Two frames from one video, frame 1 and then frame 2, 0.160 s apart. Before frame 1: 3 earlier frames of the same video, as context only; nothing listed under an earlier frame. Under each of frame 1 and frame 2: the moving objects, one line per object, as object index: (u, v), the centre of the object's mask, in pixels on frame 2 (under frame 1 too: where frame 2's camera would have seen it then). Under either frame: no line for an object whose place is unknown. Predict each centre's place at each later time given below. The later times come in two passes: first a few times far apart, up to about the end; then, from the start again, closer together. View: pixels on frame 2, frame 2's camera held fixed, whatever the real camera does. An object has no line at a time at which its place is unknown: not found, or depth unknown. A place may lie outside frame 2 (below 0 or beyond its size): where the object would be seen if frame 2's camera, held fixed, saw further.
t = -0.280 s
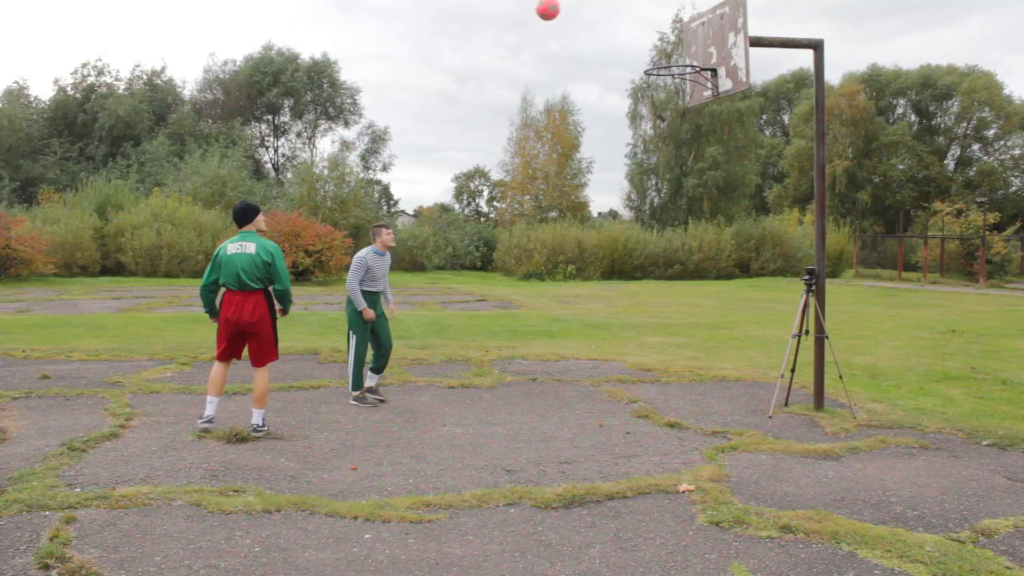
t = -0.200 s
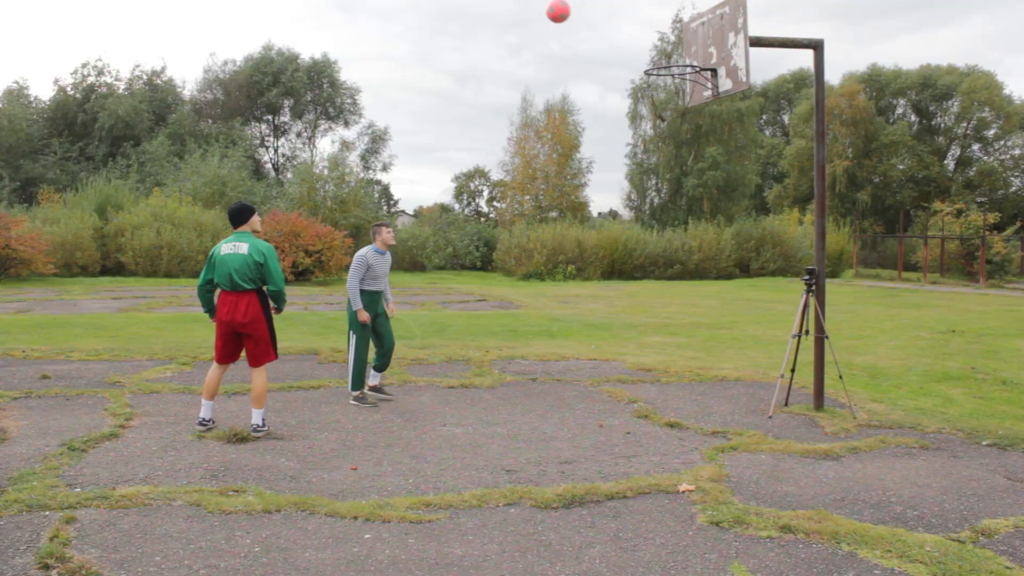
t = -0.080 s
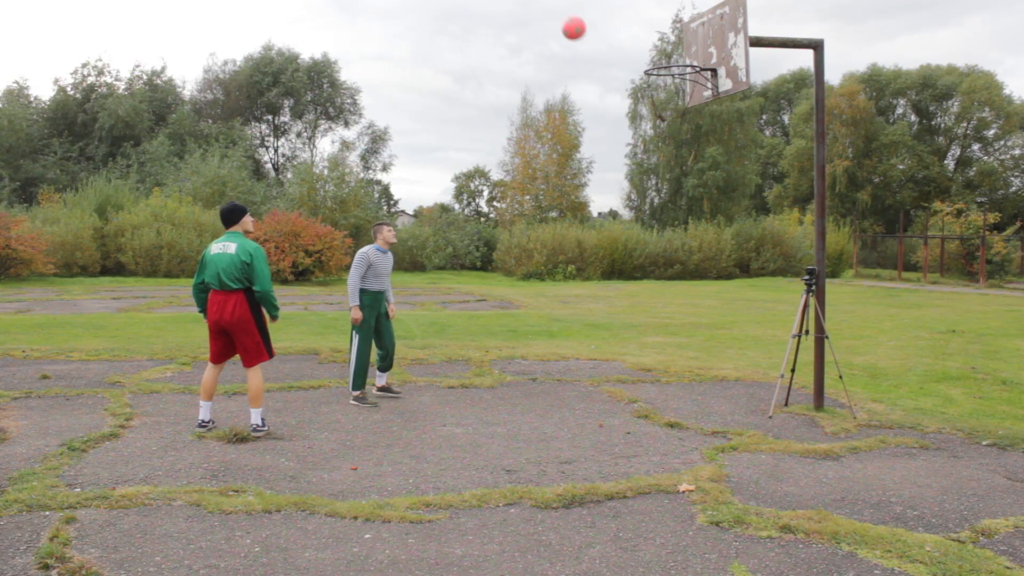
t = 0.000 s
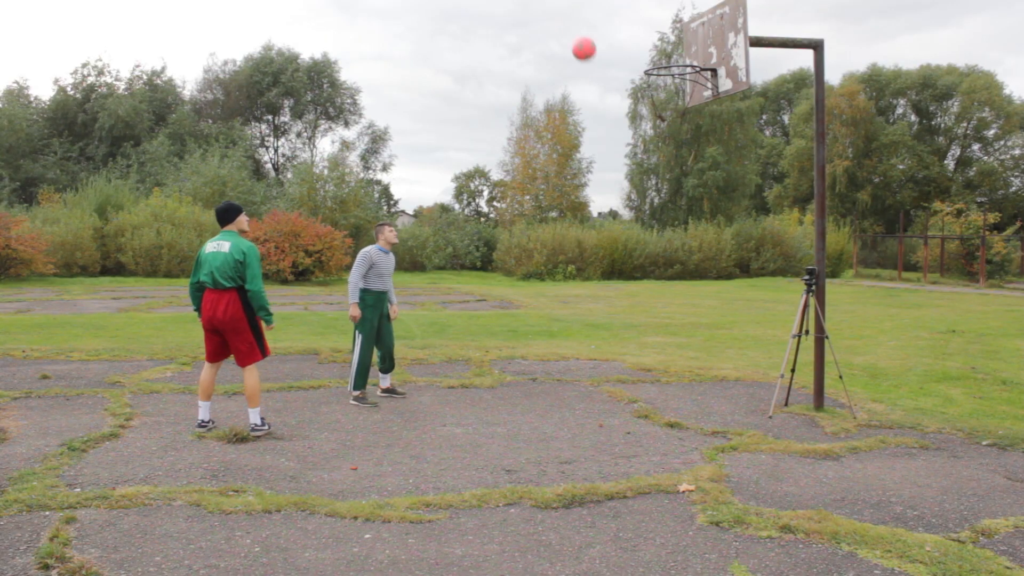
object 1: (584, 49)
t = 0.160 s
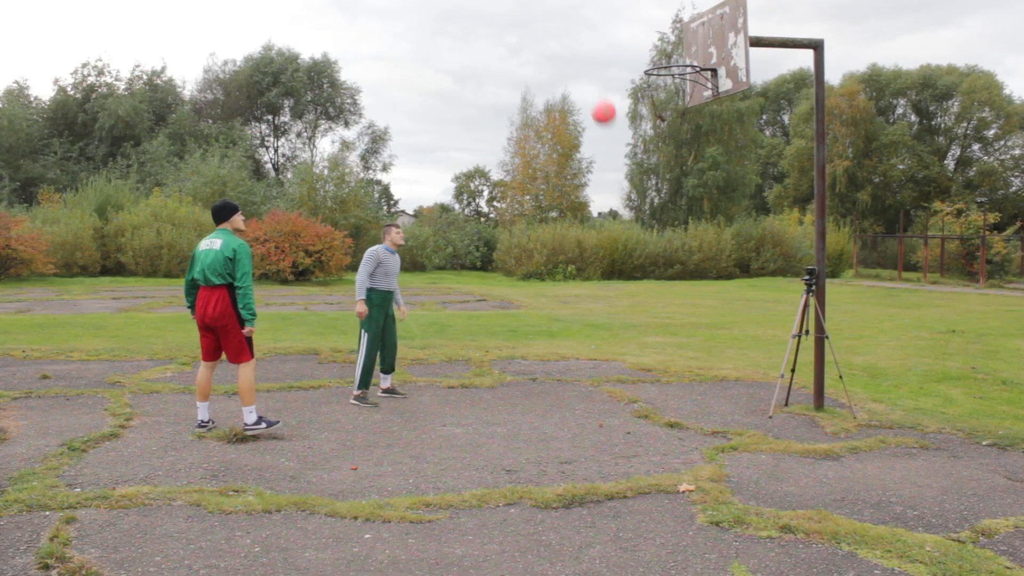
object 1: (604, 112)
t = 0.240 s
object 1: (614, 155)
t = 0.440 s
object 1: (636, 295)
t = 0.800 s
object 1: (674, 284)
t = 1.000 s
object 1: (692, 213)
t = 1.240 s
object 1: (711, 189)
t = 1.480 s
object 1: (729, 228)
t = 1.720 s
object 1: (740, 330)
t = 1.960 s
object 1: (758, 357)
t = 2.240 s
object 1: (785, 284)
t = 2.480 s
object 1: (800, 288)
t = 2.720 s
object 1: (787, 332)
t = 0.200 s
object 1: (609, 132)
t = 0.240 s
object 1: (614, 155)
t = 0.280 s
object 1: (619, 179)
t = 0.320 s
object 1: (624, 207)
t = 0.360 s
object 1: (628, 235)
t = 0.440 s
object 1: (636, 295)
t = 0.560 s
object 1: (647, 401)
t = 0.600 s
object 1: (651, 401)
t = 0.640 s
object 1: (656, 375)
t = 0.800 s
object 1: (674, 284)
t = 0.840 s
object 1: (677, 267)
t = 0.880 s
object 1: (681, 251)
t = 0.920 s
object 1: (685, 237)
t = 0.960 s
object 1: (688, 224)
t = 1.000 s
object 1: (692, 213)
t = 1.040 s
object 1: (695, 205)
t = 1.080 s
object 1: (699, 198)
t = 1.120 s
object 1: (702, 193)
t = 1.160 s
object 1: (705, 190)
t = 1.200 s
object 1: (708, 188)
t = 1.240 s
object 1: (711, 189)
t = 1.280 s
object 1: (715, 191)
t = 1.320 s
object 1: (717, 195)
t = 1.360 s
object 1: (720, 200)
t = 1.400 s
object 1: (723, 208)
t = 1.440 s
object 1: (726, 217)
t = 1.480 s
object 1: (729, 228)
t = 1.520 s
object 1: (731, 241)
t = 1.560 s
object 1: (733, 256)
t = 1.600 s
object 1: (735, 271)
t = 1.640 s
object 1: (737, 290)
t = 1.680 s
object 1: (739, 309)
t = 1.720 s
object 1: (740, 330)
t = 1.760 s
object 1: (742, 353)
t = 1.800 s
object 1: (744, 378)
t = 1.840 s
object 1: (745, 404)
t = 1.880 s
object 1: (749, 394)
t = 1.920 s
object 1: (754, 375)
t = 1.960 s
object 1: (758, 357)
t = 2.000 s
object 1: (762, 341)
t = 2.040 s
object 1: (766, 327)
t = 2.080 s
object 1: (770, 315)
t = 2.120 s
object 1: (774, 305)
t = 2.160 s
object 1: (778, 296)
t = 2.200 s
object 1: (782, 289)
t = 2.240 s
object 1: (785, 284)
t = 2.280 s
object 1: (789, 281)
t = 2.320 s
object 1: (792, 279)
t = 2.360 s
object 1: (795, 279)
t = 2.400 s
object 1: (798, 280)
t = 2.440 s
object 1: (800, 283)
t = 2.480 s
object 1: (800, 288)
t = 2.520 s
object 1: (799, 293)
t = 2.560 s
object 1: (798, 298)
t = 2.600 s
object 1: (795, 304)
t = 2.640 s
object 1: (792, 311)
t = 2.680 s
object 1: (790, 321)
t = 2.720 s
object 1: (787, 332)
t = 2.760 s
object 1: (783, 344)
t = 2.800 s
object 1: (780, 357)
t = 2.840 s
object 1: (775, 372)
